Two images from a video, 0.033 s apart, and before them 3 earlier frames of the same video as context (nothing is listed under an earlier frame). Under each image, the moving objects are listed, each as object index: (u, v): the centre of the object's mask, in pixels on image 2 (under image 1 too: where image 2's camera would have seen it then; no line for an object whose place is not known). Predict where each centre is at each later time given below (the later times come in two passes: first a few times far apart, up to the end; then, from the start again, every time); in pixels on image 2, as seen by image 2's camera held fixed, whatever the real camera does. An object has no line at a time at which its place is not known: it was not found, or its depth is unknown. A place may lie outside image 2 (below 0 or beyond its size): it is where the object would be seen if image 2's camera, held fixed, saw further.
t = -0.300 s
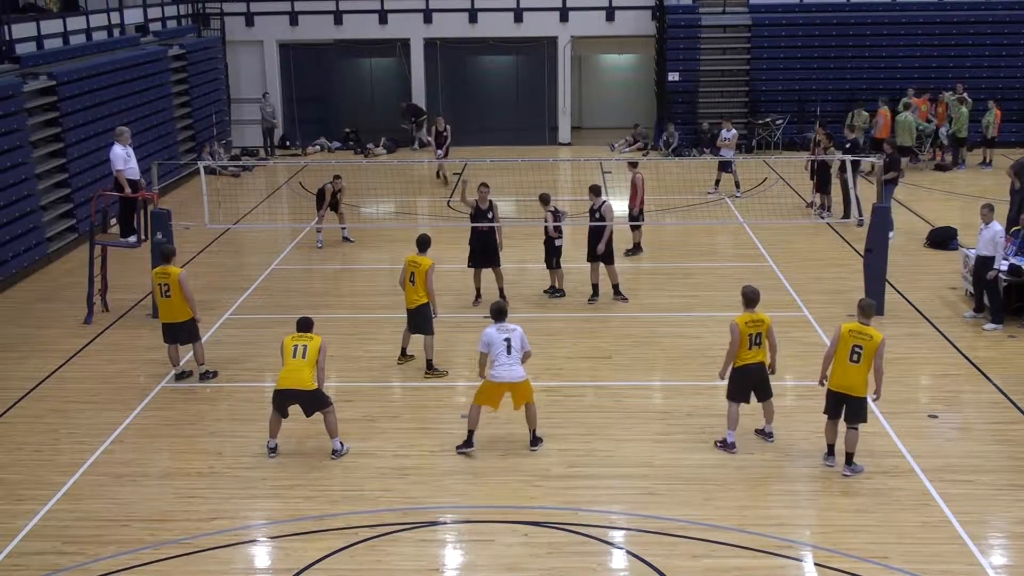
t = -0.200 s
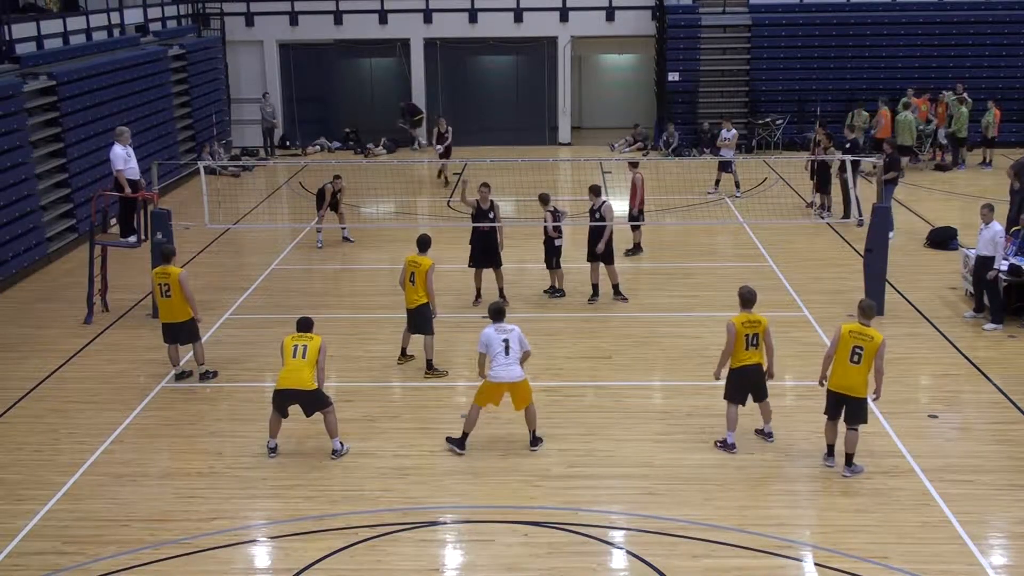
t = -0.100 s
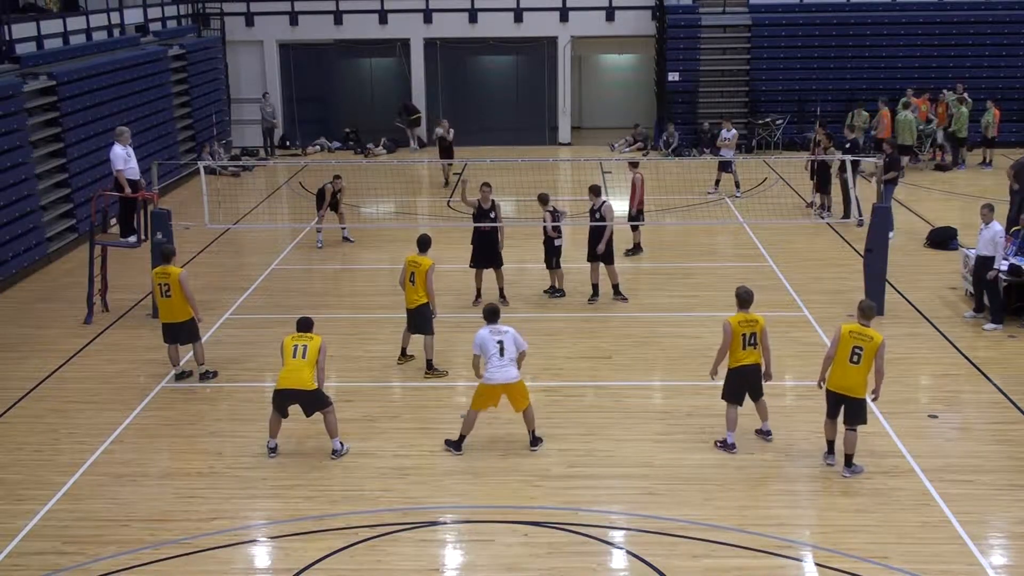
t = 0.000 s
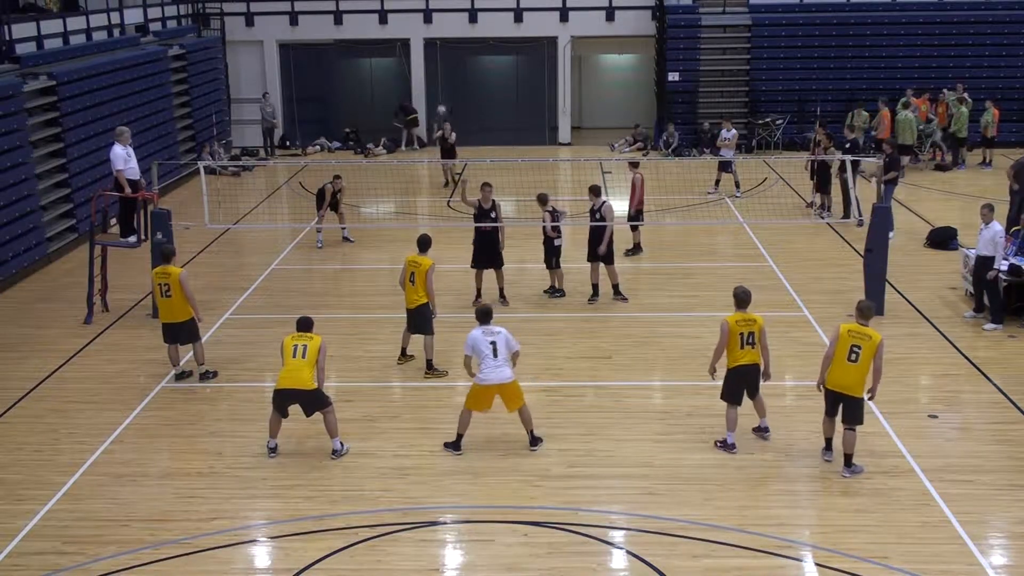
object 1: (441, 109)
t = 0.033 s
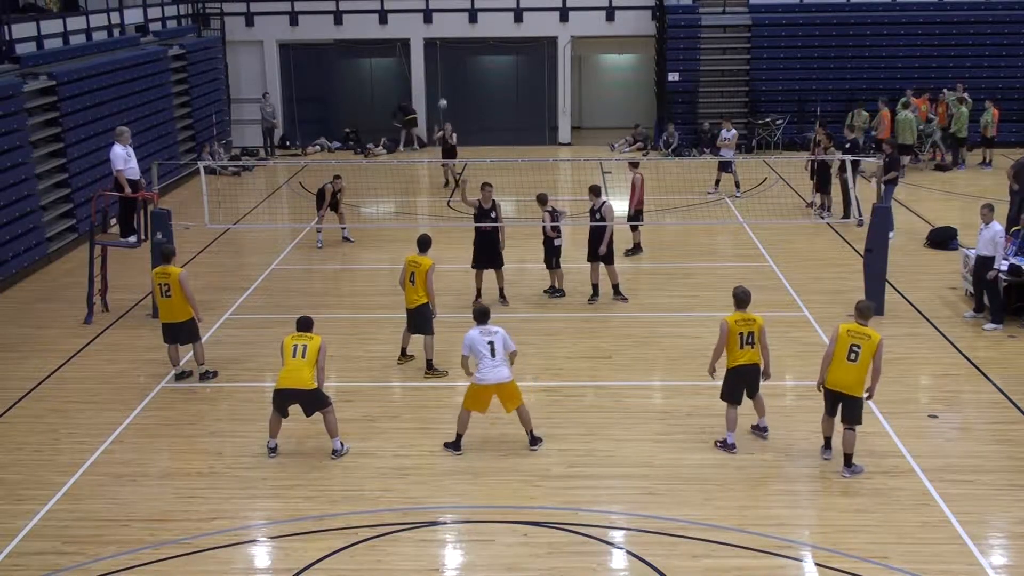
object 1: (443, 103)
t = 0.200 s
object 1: (448, 78)
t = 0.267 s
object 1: (450, 72)
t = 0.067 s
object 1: (444, 97)
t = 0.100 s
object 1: (445, 92)
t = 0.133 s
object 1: (445, 87)
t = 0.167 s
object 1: (446, 82)
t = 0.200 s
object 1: (448, 78)
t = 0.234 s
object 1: (448, 74)
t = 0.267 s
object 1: (450, 72)
